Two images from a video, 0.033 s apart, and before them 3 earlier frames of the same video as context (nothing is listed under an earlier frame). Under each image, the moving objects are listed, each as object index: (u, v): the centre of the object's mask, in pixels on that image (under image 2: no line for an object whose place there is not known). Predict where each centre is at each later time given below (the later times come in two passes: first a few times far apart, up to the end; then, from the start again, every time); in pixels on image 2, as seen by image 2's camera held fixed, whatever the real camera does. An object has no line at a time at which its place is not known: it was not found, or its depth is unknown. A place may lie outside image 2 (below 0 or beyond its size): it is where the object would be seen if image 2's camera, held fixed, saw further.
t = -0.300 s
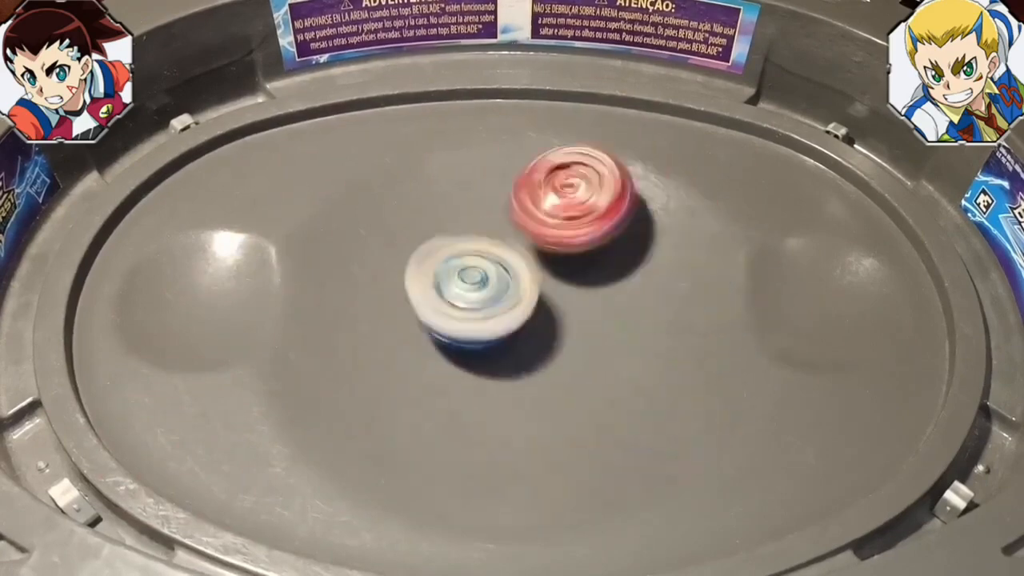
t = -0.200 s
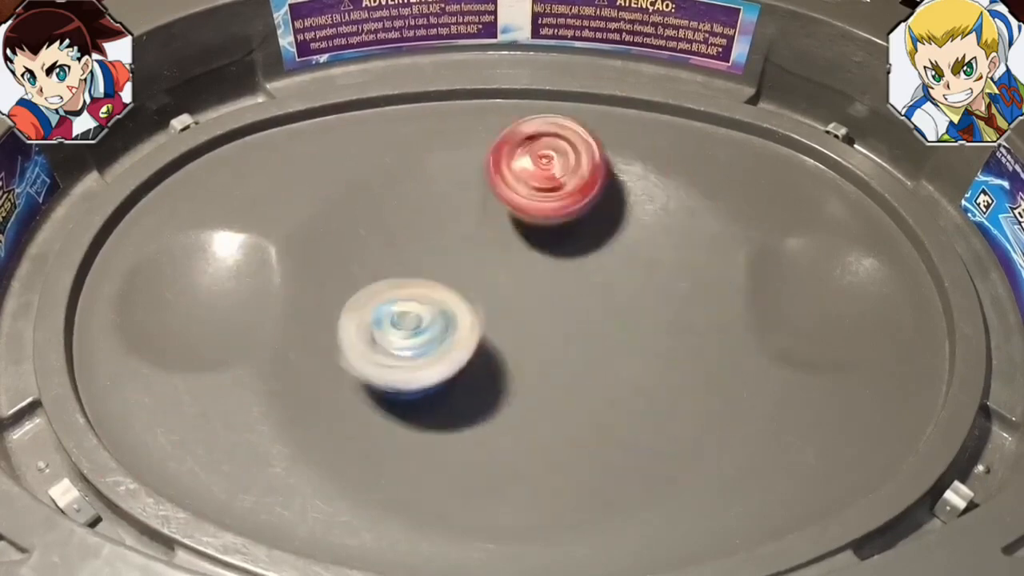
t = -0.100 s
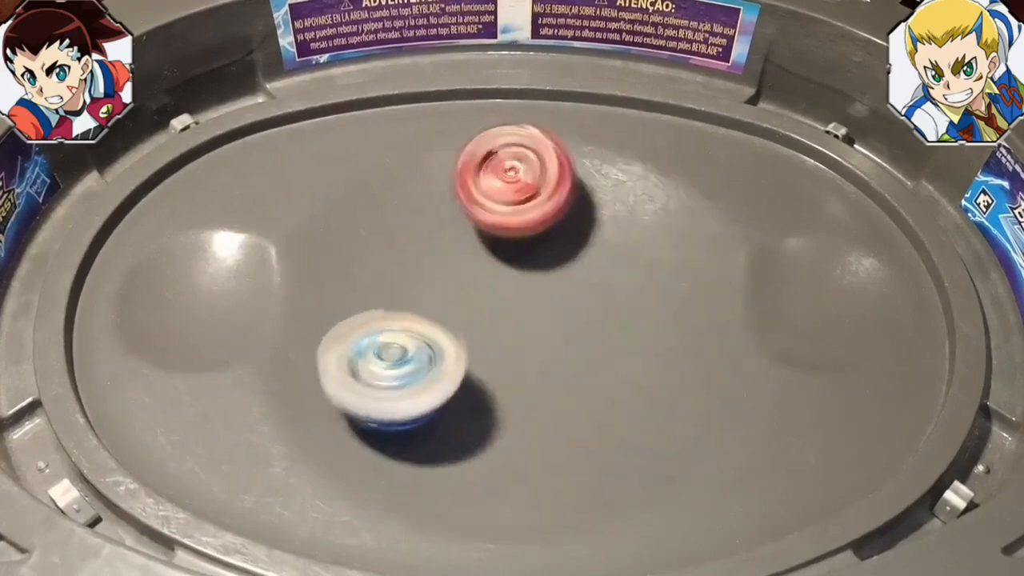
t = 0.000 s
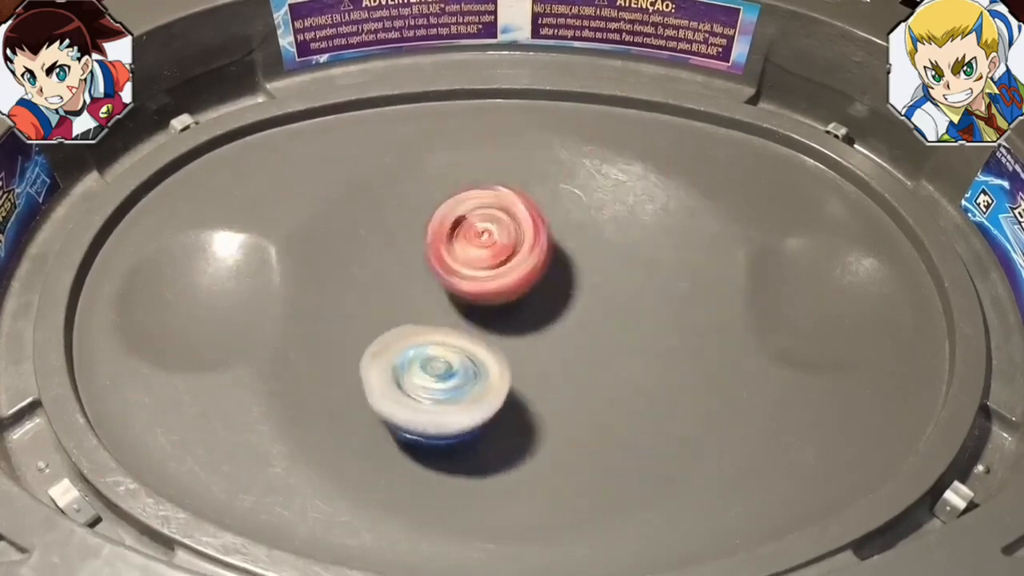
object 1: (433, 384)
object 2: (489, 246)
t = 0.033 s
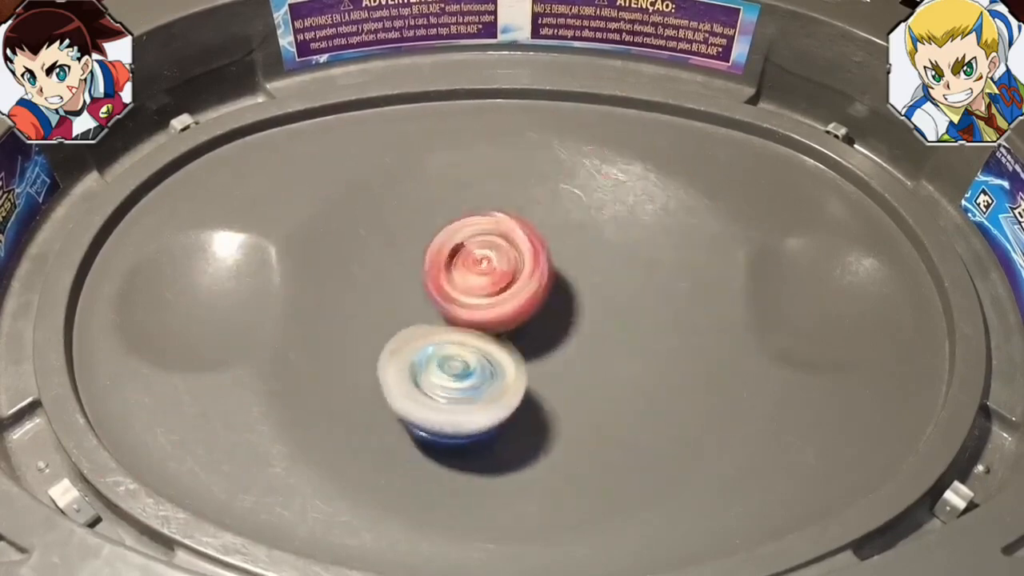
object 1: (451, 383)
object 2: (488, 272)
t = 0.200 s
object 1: (440, 443)
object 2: (607, 226)
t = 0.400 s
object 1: (493, 362)
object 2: (601, 234)
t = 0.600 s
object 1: (458, 231)
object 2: (679, 335)
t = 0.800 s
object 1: (487, 203)
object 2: (598, 382)
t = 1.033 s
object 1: (587, 289)
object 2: (423, 314)
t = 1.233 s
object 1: (568, 316)
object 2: (459, 255)
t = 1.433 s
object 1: (562, 341)
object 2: (445, 217)
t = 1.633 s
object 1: (557, 337)
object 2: (444, 272)
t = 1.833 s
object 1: (561, 368)
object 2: (440, 246)
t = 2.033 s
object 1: (542, 353)
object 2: (471, 239)
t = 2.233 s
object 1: (533, 347)
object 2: (572, 251)
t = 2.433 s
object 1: (519, 337)
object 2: (605, 264)
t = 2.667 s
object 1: (457, 310)
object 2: (595, 282)
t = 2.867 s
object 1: (451, 276)
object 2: (581, 302)
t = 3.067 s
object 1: (479, 253)
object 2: (579, 319)
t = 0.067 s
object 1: (447, 402)
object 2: (510, 271)
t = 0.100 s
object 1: (438, 423)
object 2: (545, 255)
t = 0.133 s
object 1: (433, 436)
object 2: (572, 239)
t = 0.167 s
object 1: (434, 442)
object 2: (593, 231)
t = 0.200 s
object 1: (440, 443)
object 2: (607, 226)
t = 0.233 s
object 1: (451, 437)
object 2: (618, 222)
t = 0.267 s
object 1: (463, 427)
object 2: (623, 218)
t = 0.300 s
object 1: (471, 414)
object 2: (622, 218)
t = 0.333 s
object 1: (479, 400)
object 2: (618, 221)
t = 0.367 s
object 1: (488, 383)
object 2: (611, 224)
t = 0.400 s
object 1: (493, 362)
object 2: (601, 234)
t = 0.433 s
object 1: (497, 342)
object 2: (594, 248)
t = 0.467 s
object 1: (502, 328)
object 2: (591, 263)
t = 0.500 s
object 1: (490, 301)
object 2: (611, 269)
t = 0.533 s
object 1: (474, 275)
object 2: (641, 290)
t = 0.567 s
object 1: (464, 251)
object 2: (665, 325)
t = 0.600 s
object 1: (458, 231)
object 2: (679, 335)
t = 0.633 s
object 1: (458, 217)
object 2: (683, 349)
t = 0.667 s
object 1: (458, 204)
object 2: (678, 357)
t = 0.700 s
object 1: (464, 198)
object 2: (669, 372)
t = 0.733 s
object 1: (468, 195)
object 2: (651, 378)
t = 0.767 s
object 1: (479, 200)
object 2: (627, 382)
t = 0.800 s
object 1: (487, 203)
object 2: (598, 382)
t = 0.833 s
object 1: (499, 214)
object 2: (569, 382)
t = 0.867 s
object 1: (510, 225)
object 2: (538, 379)
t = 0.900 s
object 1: (527, 240)
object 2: (507, 365)
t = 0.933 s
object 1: (541, 252)
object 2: (474, 360)
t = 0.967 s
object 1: (559, 267)
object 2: (450, 343)
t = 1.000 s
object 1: (573, 279)
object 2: (433, 326)
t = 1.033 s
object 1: (587, 289)
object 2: (423, 314)
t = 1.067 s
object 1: (594, 300)
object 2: (420, 294)
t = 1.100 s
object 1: (595, 307)
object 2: (417, 285)
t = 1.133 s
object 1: (591, 313)
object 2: (428, 267)
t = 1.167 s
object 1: (584, 316)
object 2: (437, 262)
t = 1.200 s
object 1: (576, 315)
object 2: (450, 255)
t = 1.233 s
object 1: (568, 316)
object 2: (459, 255)
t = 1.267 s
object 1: (572, 320)
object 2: (454, 233)
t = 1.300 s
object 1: (577, 332)
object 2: (445, 220)
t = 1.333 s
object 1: (574, 334)
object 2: (448, 210)
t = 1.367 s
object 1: (572, 342)
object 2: (447, 208)
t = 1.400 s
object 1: (566, 340)
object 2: (448, 212)
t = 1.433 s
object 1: (562, 341)
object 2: (445, 217)
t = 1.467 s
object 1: (559, 336)
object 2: (444, 225)
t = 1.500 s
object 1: (558, 335)
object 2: (441, 235)
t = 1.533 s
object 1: (557, 333)
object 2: (440, 244)
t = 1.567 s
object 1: (557, 333)
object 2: (439, 255)
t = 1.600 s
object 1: (557, 334)
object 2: (440, 262)
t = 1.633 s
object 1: (557, 337)
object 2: (444, 272)
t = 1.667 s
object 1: (563, 345)
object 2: (438, 268)
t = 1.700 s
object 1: (559, 350)
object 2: (440, 272)
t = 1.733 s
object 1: (557, 349)
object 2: (441, 276)
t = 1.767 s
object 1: (554, 350)
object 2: (446, 280)
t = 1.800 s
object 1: (555, 359)
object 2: (445, 268)
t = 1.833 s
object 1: (561, 368)
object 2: (440, 246)
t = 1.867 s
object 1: (558, 372)
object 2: (437, 229)
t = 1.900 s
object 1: (555, 371)
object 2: (441, 221)
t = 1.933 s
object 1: (550, 367)
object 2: (448, 216)
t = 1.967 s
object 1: (544, 361)
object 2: (456, 220)
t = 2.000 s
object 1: (542, 357)
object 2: (464, 229)
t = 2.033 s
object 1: (542, 353)
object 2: (471, 239)
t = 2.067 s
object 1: (544, 345)
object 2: (480, 244)
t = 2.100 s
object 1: (544, 341)
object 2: (487, 257)
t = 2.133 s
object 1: (542, 346)
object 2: (518, 245)
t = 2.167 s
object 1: (540, 348)
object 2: (540, 249)
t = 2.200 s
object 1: (537, 347)
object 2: (557, 252)
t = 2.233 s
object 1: (533, 347)
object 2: (572, 251)
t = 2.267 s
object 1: (526, 349)
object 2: (587, 251)
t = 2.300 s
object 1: (521, 349)
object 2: (596, 252)
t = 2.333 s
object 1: (520, 344)
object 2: (602, 253)
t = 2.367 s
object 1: (520, 342)
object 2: (604, 257)
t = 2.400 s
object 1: (523, 339)
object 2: (603, 261)
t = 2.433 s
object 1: (519, 337)
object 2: (605, 264)
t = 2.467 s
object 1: (513, 337)
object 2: (600, 269)
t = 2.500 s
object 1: (511, 335)
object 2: (598, 273)
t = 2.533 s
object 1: (502, 329)
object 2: (597, 276)
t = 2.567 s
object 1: (493, 326)
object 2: (596, 279)
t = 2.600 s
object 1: (479, 323)
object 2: (598, 279)
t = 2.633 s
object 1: (464, 317)
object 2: (597, 280)
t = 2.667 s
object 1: (457, 310)
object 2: (595, 282)
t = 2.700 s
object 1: (450, 305)
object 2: (591, 285)
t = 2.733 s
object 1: (449, 298)
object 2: (586, 288)
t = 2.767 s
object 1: (449, 293)
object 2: (581, 291)
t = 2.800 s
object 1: (452, 287)
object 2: (576, 294)
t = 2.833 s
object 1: (452, 286)
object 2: (577, 298)
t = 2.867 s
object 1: (451, 276)
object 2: (581, 302)
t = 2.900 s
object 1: (454, 274)
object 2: (581, 305)
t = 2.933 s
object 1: (455, 271)
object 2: (584, 309)
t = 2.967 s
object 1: (459, 262)
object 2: (585, 313)
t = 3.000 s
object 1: (467, 258)
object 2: (584, 316)
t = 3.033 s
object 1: (472, 255)
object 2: (582, 318)
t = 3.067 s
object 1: (479, 253)
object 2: (579, 319)
